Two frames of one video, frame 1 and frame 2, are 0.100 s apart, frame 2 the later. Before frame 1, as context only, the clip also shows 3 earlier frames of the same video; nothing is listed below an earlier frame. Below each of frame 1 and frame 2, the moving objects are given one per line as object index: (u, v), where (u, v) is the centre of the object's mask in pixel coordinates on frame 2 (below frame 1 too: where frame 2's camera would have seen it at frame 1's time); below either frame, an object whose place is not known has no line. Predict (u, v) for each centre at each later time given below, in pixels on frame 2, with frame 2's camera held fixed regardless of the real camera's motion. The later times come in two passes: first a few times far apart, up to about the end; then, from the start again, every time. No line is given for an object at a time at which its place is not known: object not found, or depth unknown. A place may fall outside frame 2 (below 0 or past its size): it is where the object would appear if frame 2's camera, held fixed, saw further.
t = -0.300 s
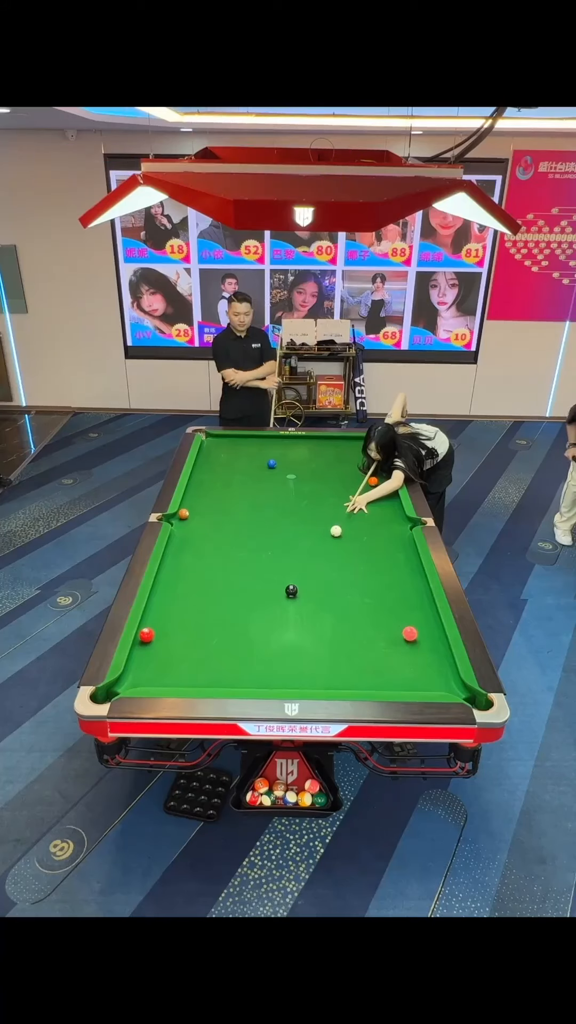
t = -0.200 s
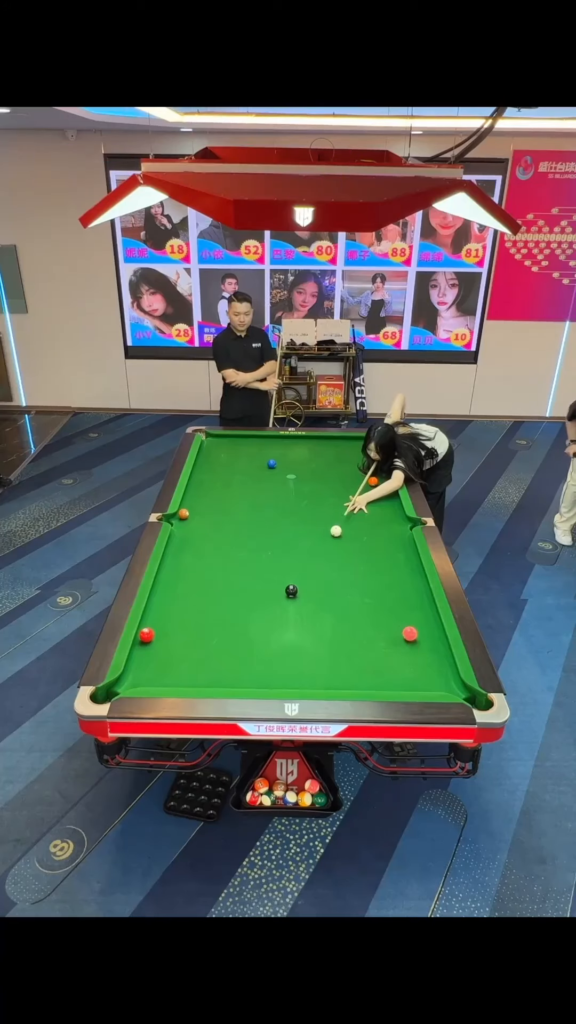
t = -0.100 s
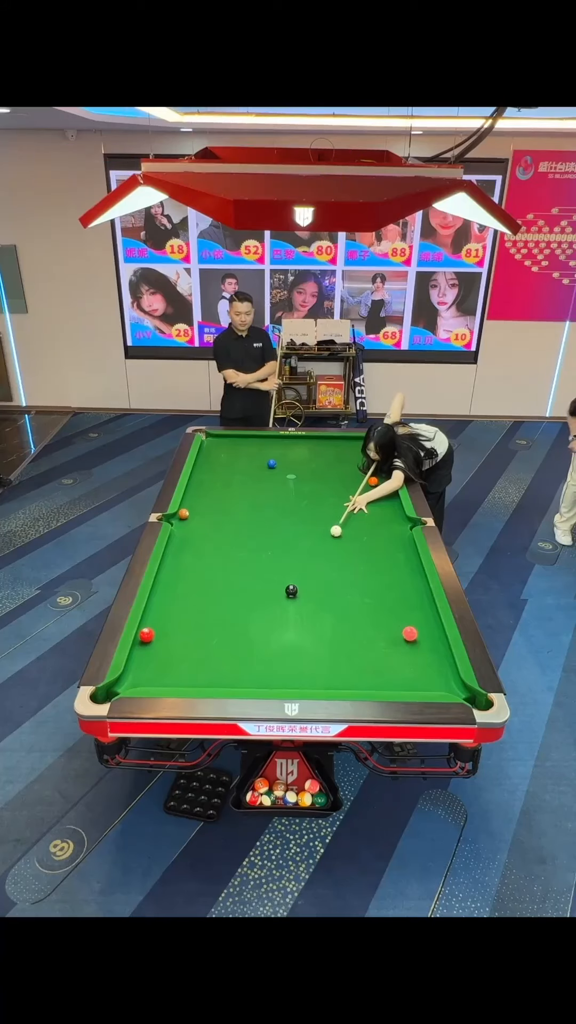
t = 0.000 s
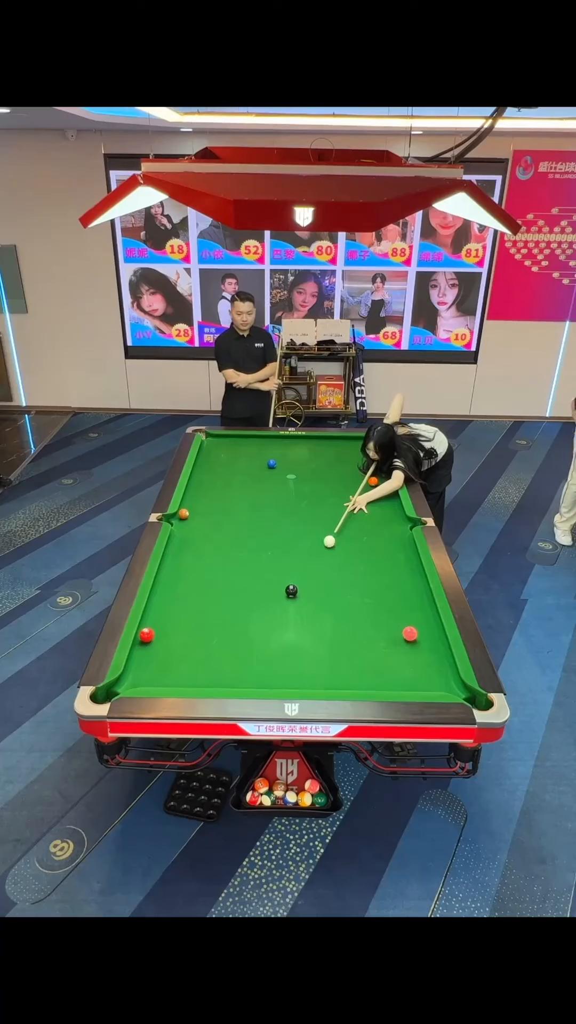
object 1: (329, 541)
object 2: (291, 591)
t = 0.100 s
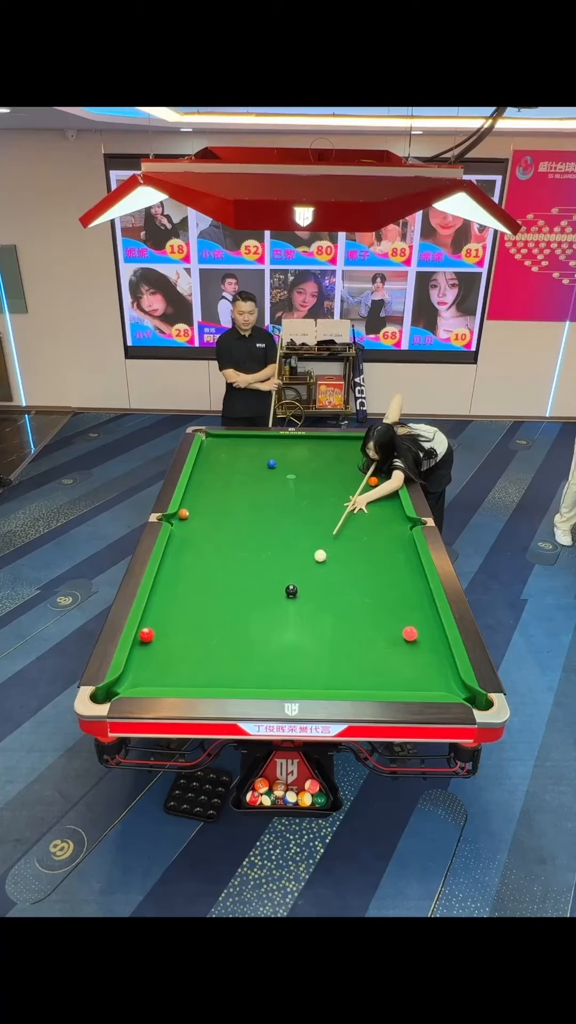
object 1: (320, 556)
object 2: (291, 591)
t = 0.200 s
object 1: (311, 569)
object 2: (291, 591)
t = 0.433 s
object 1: (307, 594)
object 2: (273, 601)
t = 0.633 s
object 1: (314, 610)
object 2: (248, 615)
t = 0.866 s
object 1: (322, 630)
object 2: (216, 632)
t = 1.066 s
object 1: (329, 647)
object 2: (189, 648)
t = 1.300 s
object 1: (338, 669)
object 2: (156, 666)
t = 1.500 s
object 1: (346, 685)
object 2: (126, 681)
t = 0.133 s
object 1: (317, 560)
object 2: (291, 591)
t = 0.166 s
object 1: (314, 564)
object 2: (291, 591)
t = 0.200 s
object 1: (311, 569)
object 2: (291, 591)
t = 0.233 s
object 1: (308, 574)
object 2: (291, 591)
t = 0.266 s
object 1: (305, 578)
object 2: (291, 591)
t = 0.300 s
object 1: (302, 583)
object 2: (291, 591)
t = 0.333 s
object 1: (302, 587)
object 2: (288, 592)
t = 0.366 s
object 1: (304, 589)
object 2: (283, 595)
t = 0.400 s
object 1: (306, 591)
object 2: (278, 598)
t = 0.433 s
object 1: (307, 594)
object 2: (273, 601)
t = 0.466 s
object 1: (308, 596)
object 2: (269, 603)
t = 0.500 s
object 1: (309, 599)
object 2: (265, 606)
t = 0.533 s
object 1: (310, 602)
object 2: (260, 608)
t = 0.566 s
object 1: (311, 604)
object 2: (256, 610)
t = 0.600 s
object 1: (312, 607)
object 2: (252, 612)
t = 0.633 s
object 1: (314, 610)
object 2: (248, 615)
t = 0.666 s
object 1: (315, 613)
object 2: (243, 618)
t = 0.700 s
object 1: (316, 615)
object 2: (239, 620)
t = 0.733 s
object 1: (317, 618)
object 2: (235, 622)
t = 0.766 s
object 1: (318, 621)
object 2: (230, 625)
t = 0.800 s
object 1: (319, 624)
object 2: (226, 627)
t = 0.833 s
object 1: (321, 627)
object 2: (221, 630)
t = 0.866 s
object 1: (322, 630)
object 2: (216, 632)
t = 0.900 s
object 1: (323, 632)
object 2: (212, 635)
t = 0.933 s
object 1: (324, 636)
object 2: (208, 637)
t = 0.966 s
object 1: (325, 639)
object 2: (203, 640)
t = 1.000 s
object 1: (327, 641)
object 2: (198, 642)
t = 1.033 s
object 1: (328, 645)
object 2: (194, 645)
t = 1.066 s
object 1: (329, 647)
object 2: (189, 648)
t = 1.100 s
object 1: (330, 650)
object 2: (184, 650)
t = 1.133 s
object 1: (331, 654)
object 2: (180, 653)
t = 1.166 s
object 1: (333, 656)
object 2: (175, 655)
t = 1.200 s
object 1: (334, 659)
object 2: (170, 658)
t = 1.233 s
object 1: (335, 662)
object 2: (165, 661)
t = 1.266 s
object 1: (337, 666)
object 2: (161, 663)
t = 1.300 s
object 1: (338, 669)
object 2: (156, 666)
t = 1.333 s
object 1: (339, 672)
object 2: (150, 668)
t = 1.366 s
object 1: (340, 675)
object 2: (146, 671)
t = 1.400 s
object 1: (342, 678)
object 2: (141, 674)
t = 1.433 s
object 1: (343, 681)
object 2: (136, 677)
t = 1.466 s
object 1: (344, 684)
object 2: (131, 679)
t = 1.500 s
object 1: (346, 685)
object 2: (126, 681)
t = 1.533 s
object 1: (346, 685)
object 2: (121, 684)
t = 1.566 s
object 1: (346, 683)
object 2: (117, 687)
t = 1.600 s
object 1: (347, 681)
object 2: (112, 691)
